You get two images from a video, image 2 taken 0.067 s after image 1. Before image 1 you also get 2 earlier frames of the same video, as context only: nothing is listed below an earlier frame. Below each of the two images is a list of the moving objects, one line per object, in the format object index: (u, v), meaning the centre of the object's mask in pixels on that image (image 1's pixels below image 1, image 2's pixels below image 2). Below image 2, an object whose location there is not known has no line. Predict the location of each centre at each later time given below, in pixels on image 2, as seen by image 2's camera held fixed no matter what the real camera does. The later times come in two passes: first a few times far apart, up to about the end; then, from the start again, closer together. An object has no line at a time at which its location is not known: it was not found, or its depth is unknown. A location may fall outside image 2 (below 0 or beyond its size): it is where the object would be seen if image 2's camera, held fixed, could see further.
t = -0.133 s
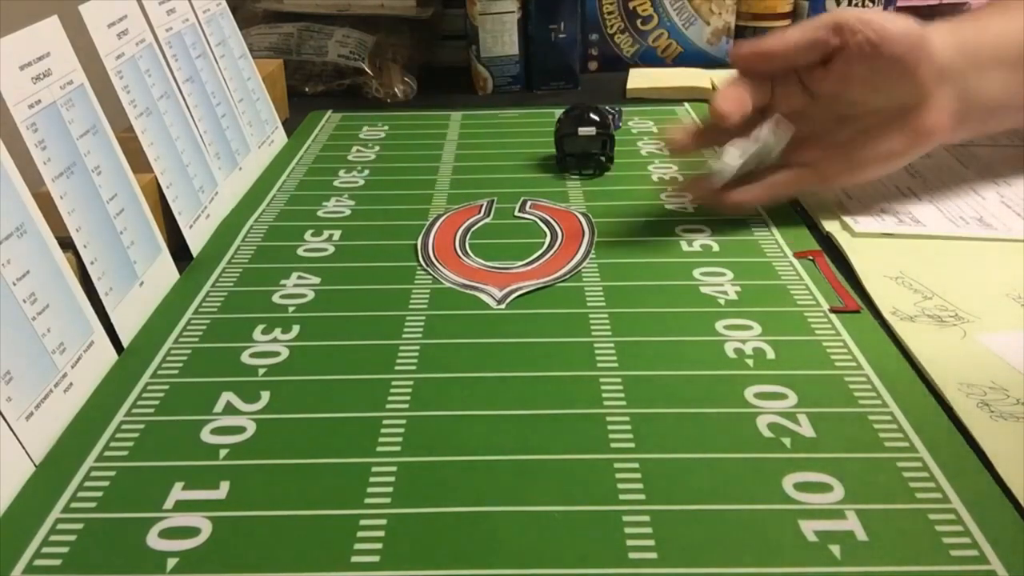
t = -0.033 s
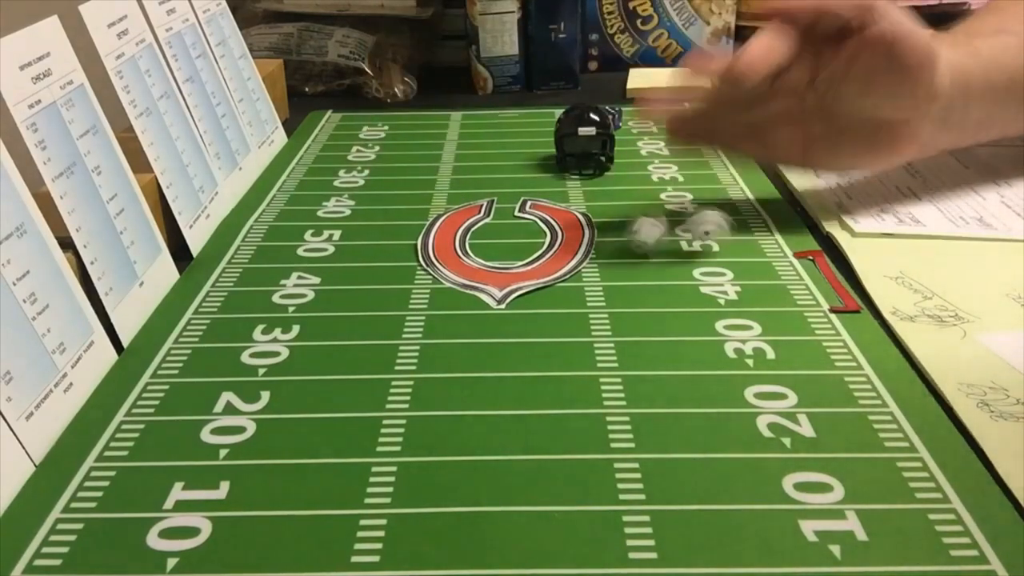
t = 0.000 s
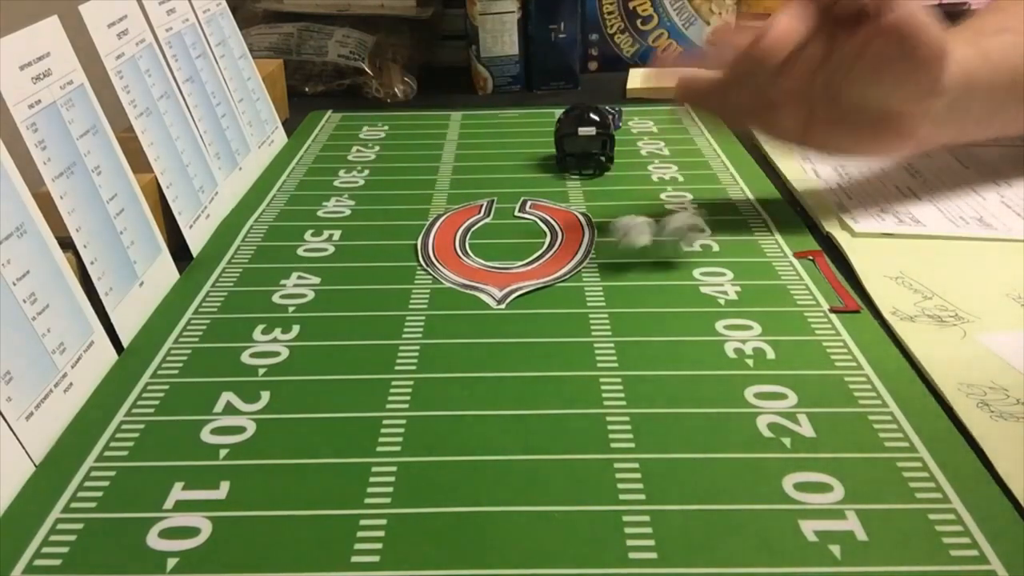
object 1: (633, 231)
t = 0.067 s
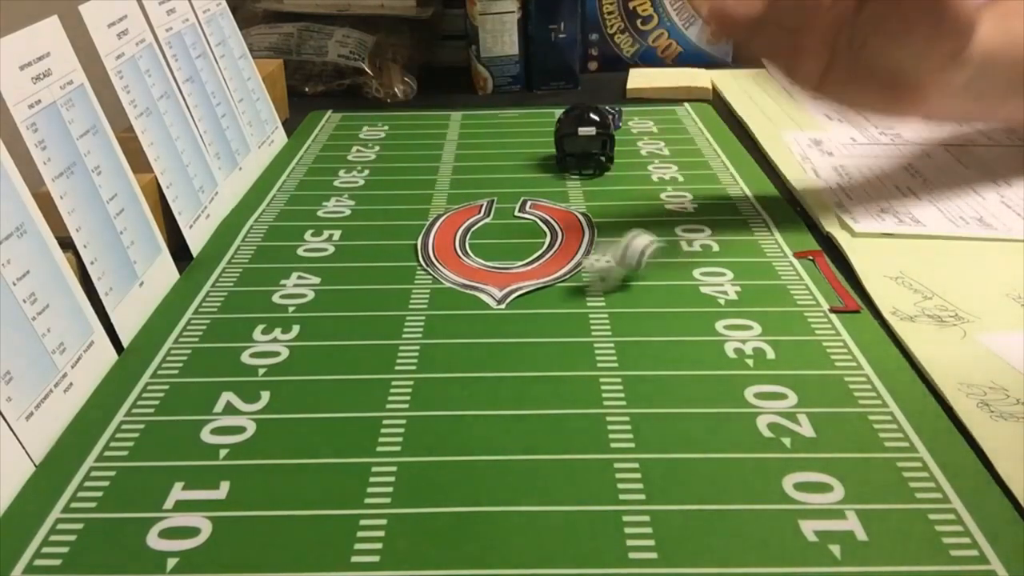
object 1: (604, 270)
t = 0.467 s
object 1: (462, 354)
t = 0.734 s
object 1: (459, 355)
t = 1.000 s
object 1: (459, 355)
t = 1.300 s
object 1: (459, 355)
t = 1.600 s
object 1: (459, 355)
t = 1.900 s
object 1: (459, 355)
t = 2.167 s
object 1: (459, 355)
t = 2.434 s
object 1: (459, 355)
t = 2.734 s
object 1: (459, 355)
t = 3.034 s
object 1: (459, 355)
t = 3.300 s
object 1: (459, 355)
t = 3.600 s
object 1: (459, 355)
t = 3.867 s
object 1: (459, 355)
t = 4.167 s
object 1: (459, 355)
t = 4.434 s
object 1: (459, 355)
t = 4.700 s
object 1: (459, 355)
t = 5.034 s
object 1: (459, 355)
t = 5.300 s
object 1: (459, 355)
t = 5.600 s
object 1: (459, 355)
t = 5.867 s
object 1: (459, 355)
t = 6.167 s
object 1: (459, 355)
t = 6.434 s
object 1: (459, 355)
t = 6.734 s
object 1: (459, 355)
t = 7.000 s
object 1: (459, 355)
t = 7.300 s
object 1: (459, 355)
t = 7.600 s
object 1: (459, 355)
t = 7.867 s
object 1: (459, 355)
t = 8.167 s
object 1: (459, 355)
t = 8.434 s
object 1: (459, 355)
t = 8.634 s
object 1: (459, 355)
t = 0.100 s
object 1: (584, 279)
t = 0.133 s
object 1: (556, 294)
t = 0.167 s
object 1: (539, 305)
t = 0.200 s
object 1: (521, 311)
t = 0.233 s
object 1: (506, 318)
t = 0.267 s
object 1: (491, 328)
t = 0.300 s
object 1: (483, 333)
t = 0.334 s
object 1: (478, 340)
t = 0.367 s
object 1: (475, 344)
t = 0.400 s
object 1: (471, 349)
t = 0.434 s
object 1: (467, 352)
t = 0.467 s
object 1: (462, 354)
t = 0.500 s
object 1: (459, 355)
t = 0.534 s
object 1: (459, 355)
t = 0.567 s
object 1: (459, 355)
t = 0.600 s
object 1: (459, 355)
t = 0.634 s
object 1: (459, 355)
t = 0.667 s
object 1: (459, 355)
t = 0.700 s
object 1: (459, 355)
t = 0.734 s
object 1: (459, 355)
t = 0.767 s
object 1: (459, 355)
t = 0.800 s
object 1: (459, 355)
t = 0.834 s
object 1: (459, 355)
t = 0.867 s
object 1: (459, 355)
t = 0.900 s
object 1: (459, 355)
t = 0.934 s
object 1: (459, 355)
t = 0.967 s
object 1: (459, 355)
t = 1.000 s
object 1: (459, 355)
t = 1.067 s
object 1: (459, 355)
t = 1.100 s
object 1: (459, 355)
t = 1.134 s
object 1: (459, 355)
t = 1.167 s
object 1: (459, 355)
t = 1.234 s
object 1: (459, 355)
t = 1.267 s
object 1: (459, 355)
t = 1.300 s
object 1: (459, 355)
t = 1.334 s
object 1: (459, 355)
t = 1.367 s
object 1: (459, 355)
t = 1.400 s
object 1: (459, 355)
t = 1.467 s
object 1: (459, 355)
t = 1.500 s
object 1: (459, 355)
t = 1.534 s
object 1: (459, 355)
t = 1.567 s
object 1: (459, 355)
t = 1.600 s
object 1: (459, 355)
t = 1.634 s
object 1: (459, 355)
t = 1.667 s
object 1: (459, 355)
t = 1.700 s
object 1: (459, 355)
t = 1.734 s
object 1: (459, 355)
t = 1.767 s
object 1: (459, 355)
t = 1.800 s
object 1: (459, 355)
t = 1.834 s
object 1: (459, 355)
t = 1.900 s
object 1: (459, 355)
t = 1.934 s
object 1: (459, 355)
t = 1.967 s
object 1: (459, 355)
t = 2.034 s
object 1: (459, 355)
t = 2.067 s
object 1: (459, 355)
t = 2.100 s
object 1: (459, 355)
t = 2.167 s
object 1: (459, 355)
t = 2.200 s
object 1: (459, 355)
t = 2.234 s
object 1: (459, 355)
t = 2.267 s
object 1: (459, 355)
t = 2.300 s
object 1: (459, 355)
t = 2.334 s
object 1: (459, 355)
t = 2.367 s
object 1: (459, 355)
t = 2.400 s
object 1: (459, 355)
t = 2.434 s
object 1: (459, 355)
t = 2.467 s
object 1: (459, 355)
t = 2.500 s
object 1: (459, 355)
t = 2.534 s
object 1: (459, 355)
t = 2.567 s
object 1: (459, 355)
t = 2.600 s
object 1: (459, 355)
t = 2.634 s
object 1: (459, 355)
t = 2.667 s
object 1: (459, 355)
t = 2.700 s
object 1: (459, 355)
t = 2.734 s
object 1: (459, 355)
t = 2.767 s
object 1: (459, 355)
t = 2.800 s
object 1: (459, 355)
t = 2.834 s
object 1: (459, 355)
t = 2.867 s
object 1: (459, 355)
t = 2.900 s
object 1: (459, 355)
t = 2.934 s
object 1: (459, 355)
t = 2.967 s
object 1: (459, 355)
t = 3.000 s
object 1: (459, 355)
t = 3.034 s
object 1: (459, 355)
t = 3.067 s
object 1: (459, 355)
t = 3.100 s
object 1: (459, 355)
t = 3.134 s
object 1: (459, 355)
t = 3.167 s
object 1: (459, 355)
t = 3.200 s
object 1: (459, 355)
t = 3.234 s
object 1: (459, 355)
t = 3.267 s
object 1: (459, 355)
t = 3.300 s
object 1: (459, 355)
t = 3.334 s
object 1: (459, 355)
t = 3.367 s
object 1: (459, 355)
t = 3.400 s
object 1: (459, 355)
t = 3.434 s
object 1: (459, 355)
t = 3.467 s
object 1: (459, 355)
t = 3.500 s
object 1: (459, 355)
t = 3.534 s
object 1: (459, 355)
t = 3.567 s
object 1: (459, 355)
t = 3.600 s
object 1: (459, 355)
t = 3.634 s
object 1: (459, 355)
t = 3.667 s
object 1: (459, 355)
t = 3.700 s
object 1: (459, 355)
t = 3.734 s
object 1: (459, 355)
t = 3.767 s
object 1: (459, 355)
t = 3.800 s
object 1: (459, 355)
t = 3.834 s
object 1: (459, 355)
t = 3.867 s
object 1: (459, 355)
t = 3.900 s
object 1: (459, 355)
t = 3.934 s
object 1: (459, 355)
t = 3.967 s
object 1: (459, 355)
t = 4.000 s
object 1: (459, 355)
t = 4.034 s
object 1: (459, 355)
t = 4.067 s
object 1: (459, 355)
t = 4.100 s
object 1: (459, 355)
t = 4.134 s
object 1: (459, 355)
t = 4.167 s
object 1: (459, 355)
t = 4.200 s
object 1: (459, 355)
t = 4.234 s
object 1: (459, 355)
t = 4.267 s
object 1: (459, 355)
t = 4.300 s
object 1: (459, 355)
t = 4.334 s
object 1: (459, 355)
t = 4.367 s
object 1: (459, 355)
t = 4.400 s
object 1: (459, 355)
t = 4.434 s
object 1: (459, 355)
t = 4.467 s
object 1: (459, 355)
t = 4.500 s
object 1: (459, 355)
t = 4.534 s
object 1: (459, 355)
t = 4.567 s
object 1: (459, 355)
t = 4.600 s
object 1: (459, 355)
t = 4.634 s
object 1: (459, 355)
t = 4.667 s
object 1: (459, 355)
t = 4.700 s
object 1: (459, 355)
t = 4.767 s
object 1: (459, 355)
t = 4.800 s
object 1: (459, 355)
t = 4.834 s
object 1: (459, 355)
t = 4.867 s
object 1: (459, 355)
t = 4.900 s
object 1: (459, 355)
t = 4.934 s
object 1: (459, 355)
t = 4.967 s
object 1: (459, 355)
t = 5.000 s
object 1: (459, 355)
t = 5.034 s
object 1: (459, 355)
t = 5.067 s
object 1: (459, 355)
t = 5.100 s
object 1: (459, 355)
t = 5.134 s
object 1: (459, 355)
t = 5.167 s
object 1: (459, 355)
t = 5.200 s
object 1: (459, 355)
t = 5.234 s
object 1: (459, 355)
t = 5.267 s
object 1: (459, 355)
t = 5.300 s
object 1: (459, 355)
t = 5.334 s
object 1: (459, 355)
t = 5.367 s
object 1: (459, 355)
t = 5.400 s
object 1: (459, 355)
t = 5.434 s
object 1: (459, 355)
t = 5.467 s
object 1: (459, 355)
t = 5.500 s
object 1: (459, 355)
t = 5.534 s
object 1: (459, 355)
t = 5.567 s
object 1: (459, 355)
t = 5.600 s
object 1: (459, 355)
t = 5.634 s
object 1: (459, 355)
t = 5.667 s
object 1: (459, 355)
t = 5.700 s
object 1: (459, 355)
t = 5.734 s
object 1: (459, 355)
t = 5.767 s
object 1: (459, 355)
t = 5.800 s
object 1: (459, 355)
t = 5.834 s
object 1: (459, 355)
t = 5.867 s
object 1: (459, 355)
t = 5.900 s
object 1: (459, 355)
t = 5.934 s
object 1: (459, 355)
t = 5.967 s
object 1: (459, 355)
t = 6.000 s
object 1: (459, 355)
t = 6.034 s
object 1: (459, 355)
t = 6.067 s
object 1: (459, 355)
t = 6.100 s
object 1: (459, 355)
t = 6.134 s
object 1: (459, 355)
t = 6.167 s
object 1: (459, 355)
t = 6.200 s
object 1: (459, 355)
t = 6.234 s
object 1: (459, 355)
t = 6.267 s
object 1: (459, 355)
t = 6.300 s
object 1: (459, 355)
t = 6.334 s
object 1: (459, 355)
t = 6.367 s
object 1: (459, 355)
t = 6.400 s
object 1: (459, 355)
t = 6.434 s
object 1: (459, 355)
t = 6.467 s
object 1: (459, 355)
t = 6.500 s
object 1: (459, 355)
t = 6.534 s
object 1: (459, 355)
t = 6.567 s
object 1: (459, 355)
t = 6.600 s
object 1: (459, 355)
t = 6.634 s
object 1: (459, 355)
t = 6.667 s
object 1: (459, 355)
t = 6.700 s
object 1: (459, 355)
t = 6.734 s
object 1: (459, 355)
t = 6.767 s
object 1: (459, 355)
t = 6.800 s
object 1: (459, 355)
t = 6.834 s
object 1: (459, 355)
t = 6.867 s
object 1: (459, 355)
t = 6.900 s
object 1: (459, 355)
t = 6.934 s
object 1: (459, 355)
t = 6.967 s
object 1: (459, 355)
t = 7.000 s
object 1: (459, 355)
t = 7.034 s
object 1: (459, 355)
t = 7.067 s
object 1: (459, 355)
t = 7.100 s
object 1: (459, 355)
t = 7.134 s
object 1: (459, 355)
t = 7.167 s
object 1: (459, 355)
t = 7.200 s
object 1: (459, 355)
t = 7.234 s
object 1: (459, 355)
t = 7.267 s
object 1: (459, 355)
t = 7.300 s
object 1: (459, 355)
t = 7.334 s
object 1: (459, 355)
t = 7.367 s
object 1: (459, 355)
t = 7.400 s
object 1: (459, 355)
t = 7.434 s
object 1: (459, 355)
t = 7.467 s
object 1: (459, 355)
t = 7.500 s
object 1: (459, 355)
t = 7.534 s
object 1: (459, 355)
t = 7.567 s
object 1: (459, 355)
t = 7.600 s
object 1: (459, 355)
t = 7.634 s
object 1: (459, 355)
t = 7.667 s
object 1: (459, 355)
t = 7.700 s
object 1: (459, 355)
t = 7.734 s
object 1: (459, 355)
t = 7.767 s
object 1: (459, 355)
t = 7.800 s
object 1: (459, 355)
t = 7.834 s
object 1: (459, 355)
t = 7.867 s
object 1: (459, 355)
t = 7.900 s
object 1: (459, 355)
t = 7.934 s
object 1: (459, 355)
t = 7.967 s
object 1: (459, 355)
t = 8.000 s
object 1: (459, 355)
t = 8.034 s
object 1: (459, 355)
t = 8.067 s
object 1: (459, 355)
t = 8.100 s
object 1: (459, 355)
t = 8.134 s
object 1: (459, 355)
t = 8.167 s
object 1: (459, 355)
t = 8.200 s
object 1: (459, 355)
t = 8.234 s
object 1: (459, 355)
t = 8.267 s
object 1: (459, 355)
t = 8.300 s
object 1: (459, 355)
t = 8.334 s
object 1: (459, 355)
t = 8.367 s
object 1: (459, 355)
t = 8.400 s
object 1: (459, 355)
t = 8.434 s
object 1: (459, 355)
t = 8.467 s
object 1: (459, 355)
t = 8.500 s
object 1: (459, 355)
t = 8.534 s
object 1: (459, 355)
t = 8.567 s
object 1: (459, 355)
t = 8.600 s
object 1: (459, 355)
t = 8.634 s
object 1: (459, 355)
